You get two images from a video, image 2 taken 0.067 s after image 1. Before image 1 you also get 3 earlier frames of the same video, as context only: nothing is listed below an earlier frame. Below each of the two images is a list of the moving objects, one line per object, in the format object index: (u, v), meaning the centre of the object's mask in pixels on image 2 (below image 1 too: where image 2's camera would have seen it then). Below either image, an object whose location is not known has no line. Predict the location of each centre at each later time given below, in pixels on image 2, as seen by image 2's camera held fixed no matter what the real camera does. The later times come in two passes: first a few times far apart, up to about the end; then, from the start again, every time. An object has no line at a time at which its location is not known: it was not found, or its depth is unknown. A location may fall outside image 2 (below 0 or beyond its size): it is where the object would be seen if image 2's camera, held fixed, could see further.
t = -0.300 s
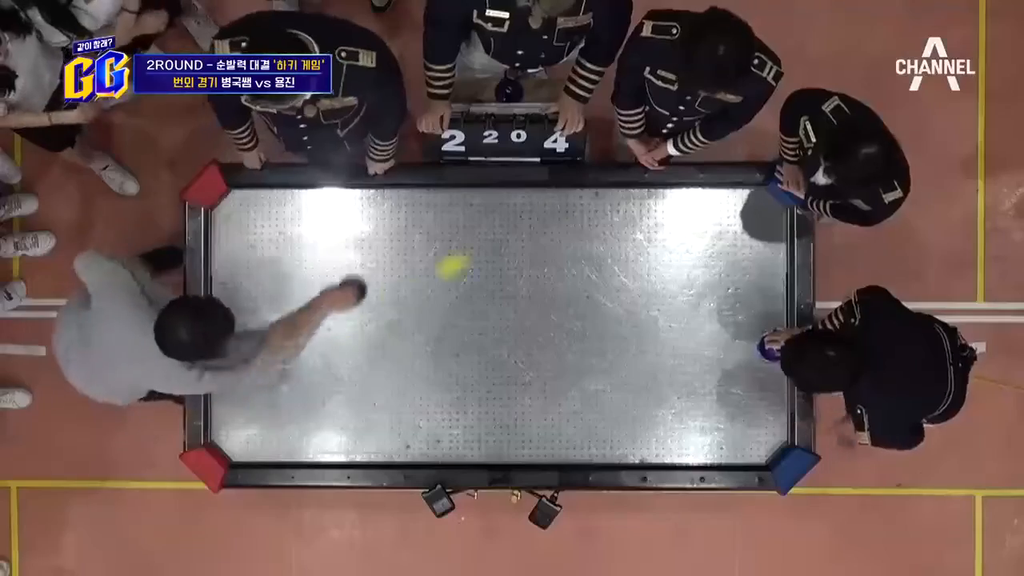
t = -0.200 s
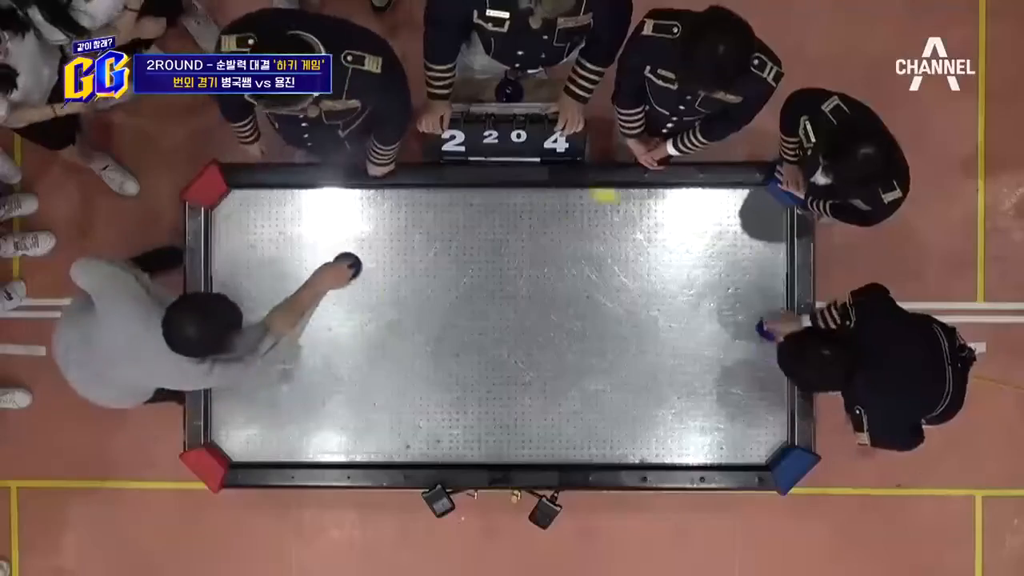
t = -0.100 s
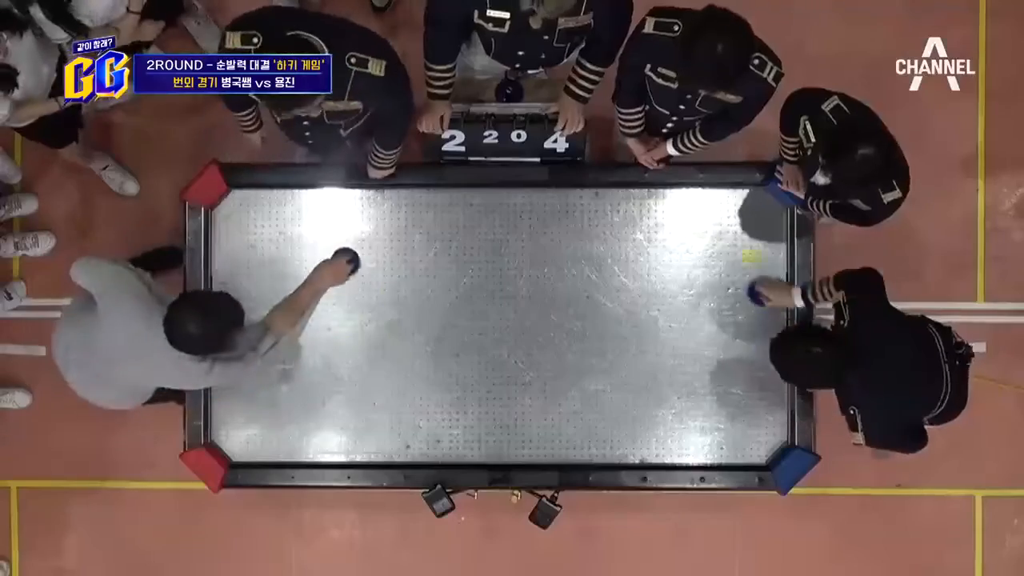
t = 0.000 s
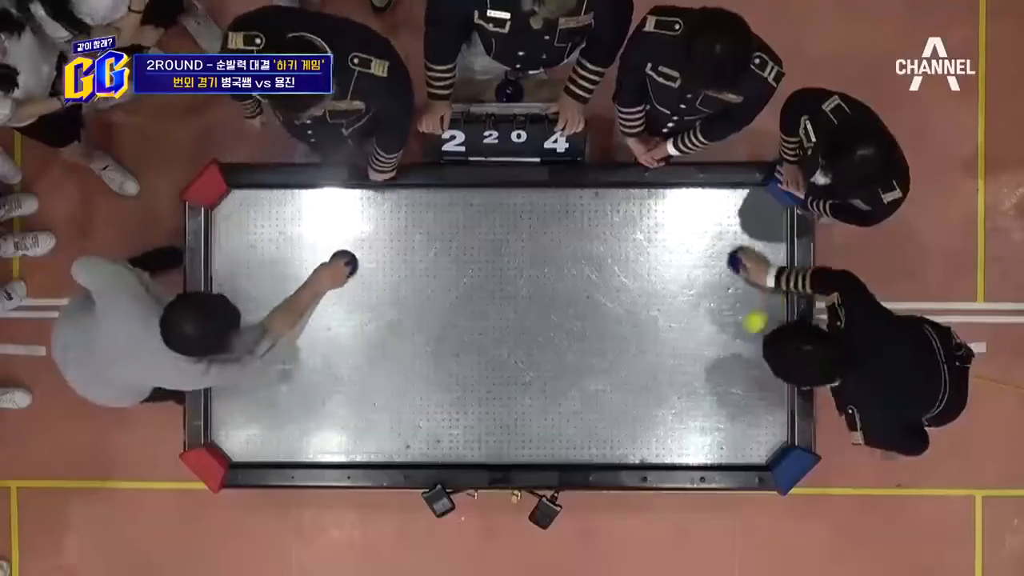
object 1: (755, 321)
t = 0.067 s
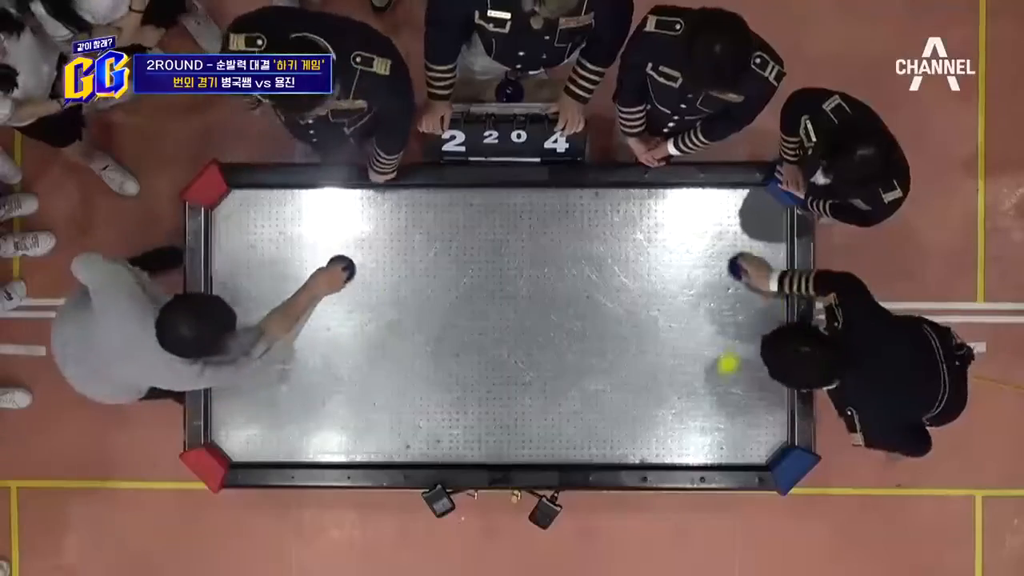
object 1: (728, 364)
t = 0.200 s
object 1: (675, 445)
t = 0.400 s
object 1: (608, 388)
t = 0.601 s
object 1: (544, 299)
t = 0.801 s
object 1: (480, 212)
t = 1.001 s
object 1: (425, 239)
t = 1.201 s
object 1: (373, 303)
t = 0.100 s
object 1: (715, 384)
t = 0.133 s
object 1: (702, 404)
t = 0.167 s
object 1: (689, 424)
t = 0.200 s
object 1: (675, 445)
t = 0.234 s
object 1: (662, 459)
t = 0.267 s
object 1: (651, 447)
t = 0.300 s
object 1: (640, 432)
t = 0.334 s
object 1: (629, 418)
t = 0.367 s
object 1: (618, 402)
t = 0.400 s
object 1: (608, 388)
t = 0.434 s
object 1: (598, 372)
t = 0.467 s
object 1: (587, 358)
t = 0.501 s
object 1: (576, 343)
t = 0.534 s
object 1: (565, 329)
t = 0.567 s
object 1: (554, 314)
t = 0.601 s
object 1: (544, 299)
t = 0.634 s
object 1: (534, 285)
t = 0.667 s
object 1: (524, 270)
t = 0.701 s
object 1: (513, 255)
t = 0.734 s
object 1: (502, 241)
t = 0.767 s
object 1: (491, 227)
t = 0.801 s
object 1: (480, 212)
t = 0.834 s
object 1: (470, 198)
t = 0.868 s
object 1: (460, 196)
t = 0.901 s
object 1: (451, 207)
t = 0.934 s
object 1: (443, 218)
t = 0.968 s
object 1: (434, 228)
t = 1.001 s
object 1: (425, 239)
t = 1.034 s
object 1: (416, 251)
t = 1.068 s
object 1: (408, 261)
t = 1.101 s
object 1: (399, 272)
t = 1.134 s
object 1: (390, 282)
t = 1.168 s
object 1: (382, 293)
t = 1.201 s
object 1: (373, 303)
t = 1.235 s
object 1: (364, 314)
